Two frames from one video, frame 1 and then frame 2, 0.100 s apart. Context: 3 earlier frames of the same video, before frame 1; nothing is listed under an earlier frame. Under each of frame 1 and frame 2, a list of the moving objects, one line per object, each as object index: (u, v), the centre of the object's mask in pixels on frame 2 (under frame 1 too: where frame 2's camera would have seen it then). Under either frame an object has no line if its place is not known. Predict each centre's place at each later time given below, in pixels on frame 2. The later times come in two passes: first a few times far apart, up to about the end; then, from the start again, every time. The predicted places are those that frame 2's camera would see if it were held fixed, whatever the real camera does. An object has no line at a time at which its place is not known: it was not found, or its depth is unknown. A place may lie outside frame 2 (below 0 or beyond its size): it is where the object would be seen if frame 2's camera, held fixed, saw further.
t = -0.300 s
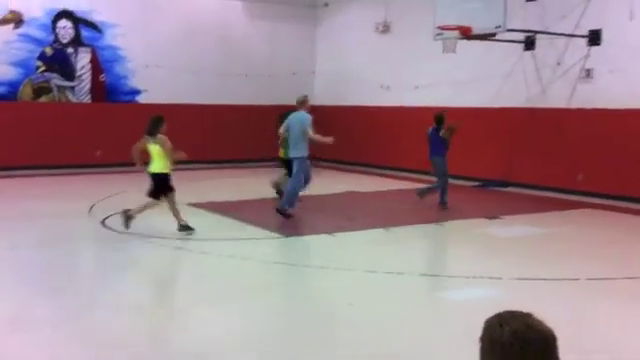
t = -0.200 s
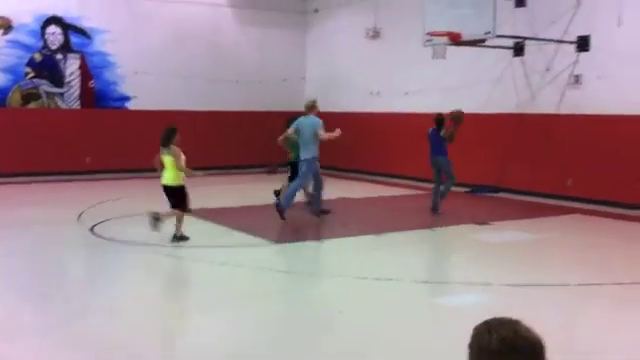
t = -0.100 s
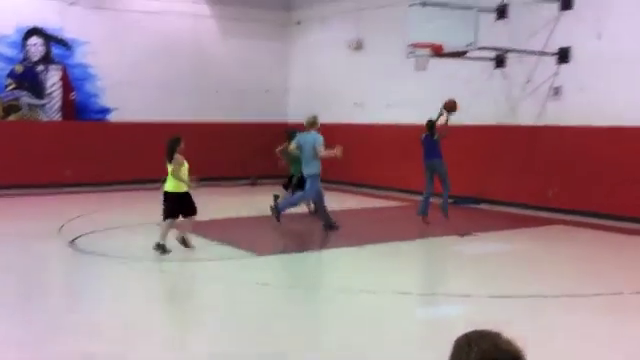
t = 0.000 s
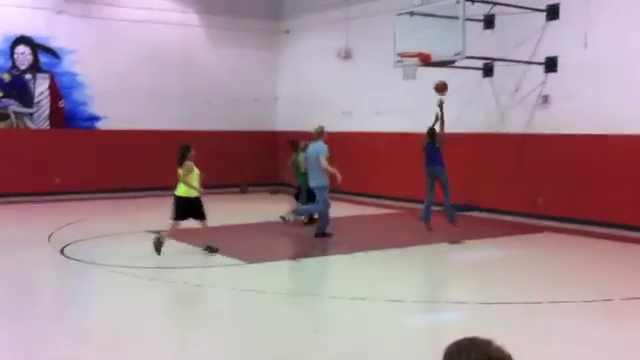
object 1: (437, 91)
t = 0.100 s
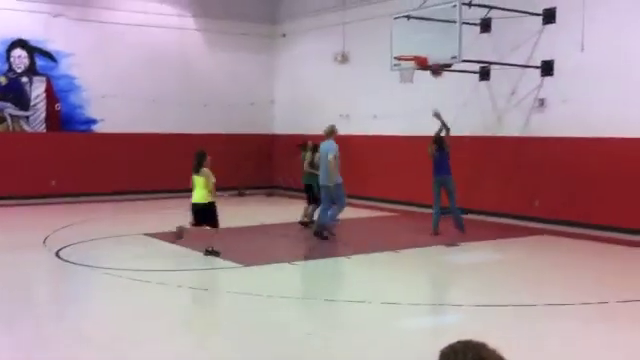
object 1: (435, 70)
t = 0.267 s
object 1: (433, 46)
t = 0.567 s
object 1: (422, 44)
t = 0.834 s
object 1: (414, 43)
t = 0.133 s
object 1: (435, 60)
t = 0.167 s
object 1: (435, 57)
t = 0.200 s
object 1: (434, 53)
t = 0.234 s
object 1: (434, 49)
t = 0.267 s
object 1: (433, 46)
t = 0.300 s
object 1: (433, 43)
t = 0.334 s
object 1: (432, 42)
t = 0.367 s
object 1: (432, 40)
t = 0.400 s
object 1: (431, 39)
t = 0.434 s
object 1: (429, 39)
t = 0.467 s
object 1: (427, 39)
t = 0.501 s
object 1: (426, 40)
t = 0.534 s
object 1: (424, 42)
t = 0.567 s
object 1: (422, 44)
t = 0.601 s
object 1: (420, 47)
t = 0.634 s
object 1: (419, 49)
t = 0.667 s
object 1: (418, 47)
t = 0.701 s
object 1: (417, 45)
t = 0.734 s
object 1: (416, 43)
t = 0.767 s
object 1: (416, 43)
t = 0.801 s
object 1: (415, 43)
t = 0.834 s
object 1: (414, 43)
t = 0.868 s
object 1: (413, 44)
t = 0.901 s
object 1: (412, 46)
